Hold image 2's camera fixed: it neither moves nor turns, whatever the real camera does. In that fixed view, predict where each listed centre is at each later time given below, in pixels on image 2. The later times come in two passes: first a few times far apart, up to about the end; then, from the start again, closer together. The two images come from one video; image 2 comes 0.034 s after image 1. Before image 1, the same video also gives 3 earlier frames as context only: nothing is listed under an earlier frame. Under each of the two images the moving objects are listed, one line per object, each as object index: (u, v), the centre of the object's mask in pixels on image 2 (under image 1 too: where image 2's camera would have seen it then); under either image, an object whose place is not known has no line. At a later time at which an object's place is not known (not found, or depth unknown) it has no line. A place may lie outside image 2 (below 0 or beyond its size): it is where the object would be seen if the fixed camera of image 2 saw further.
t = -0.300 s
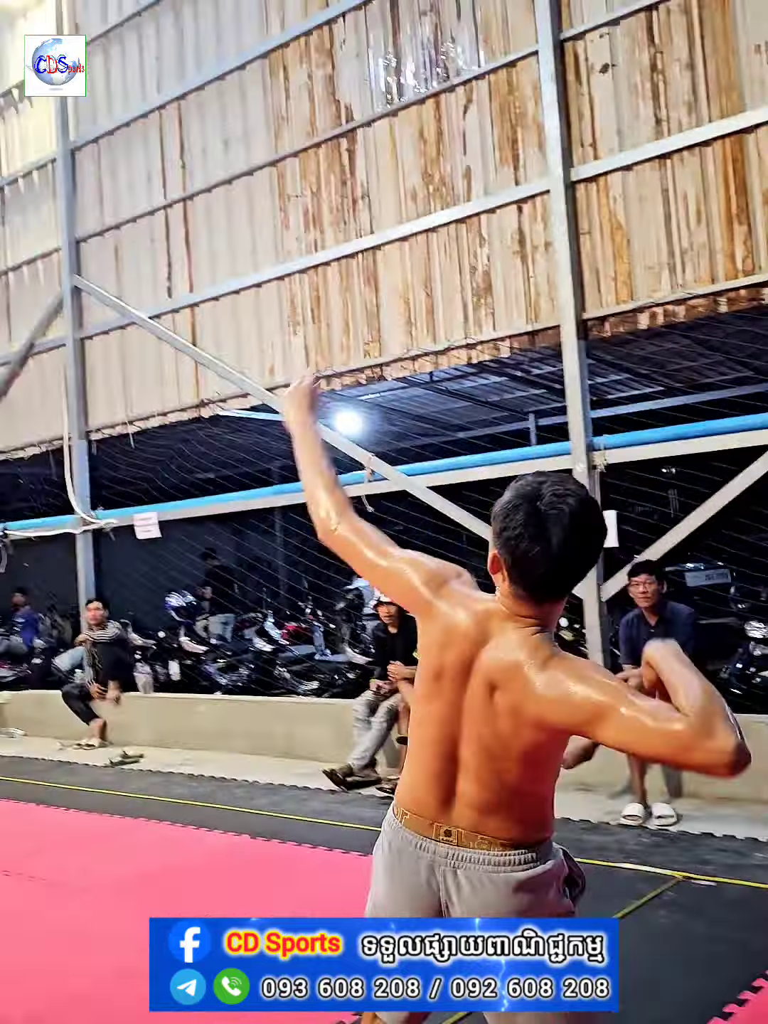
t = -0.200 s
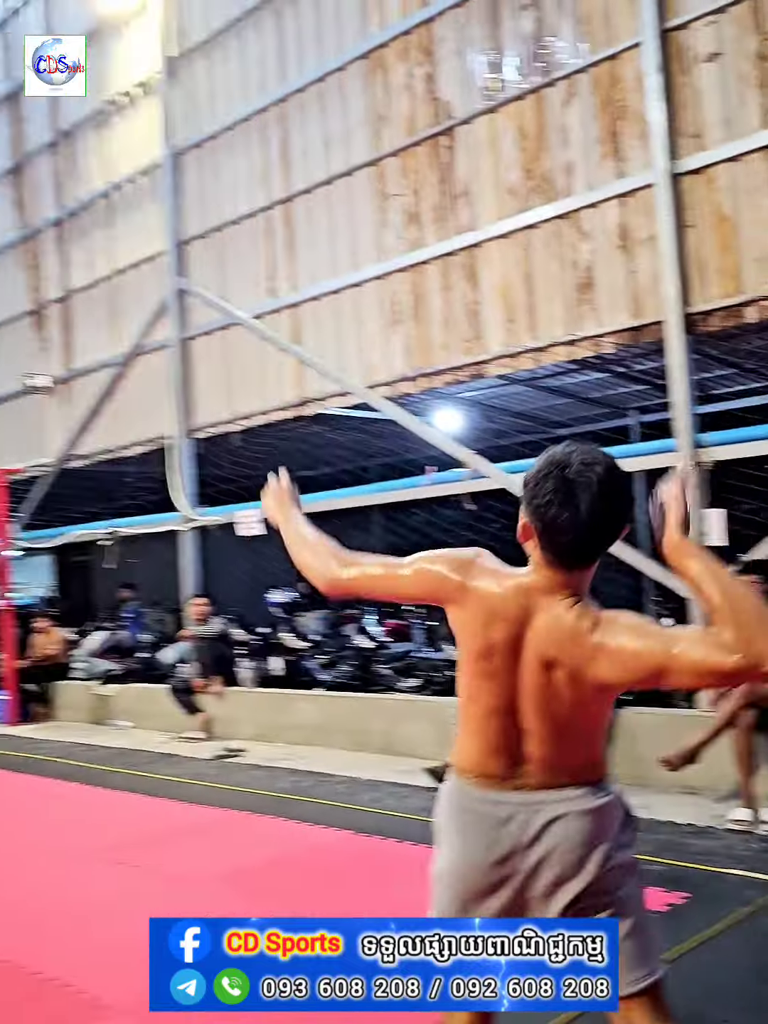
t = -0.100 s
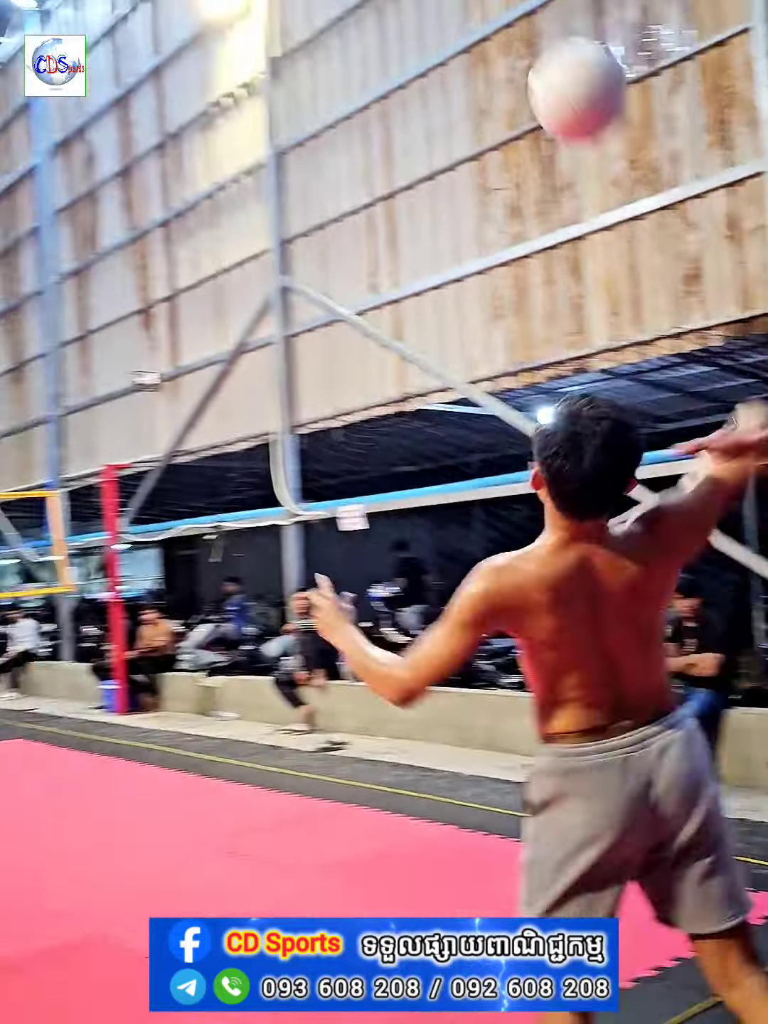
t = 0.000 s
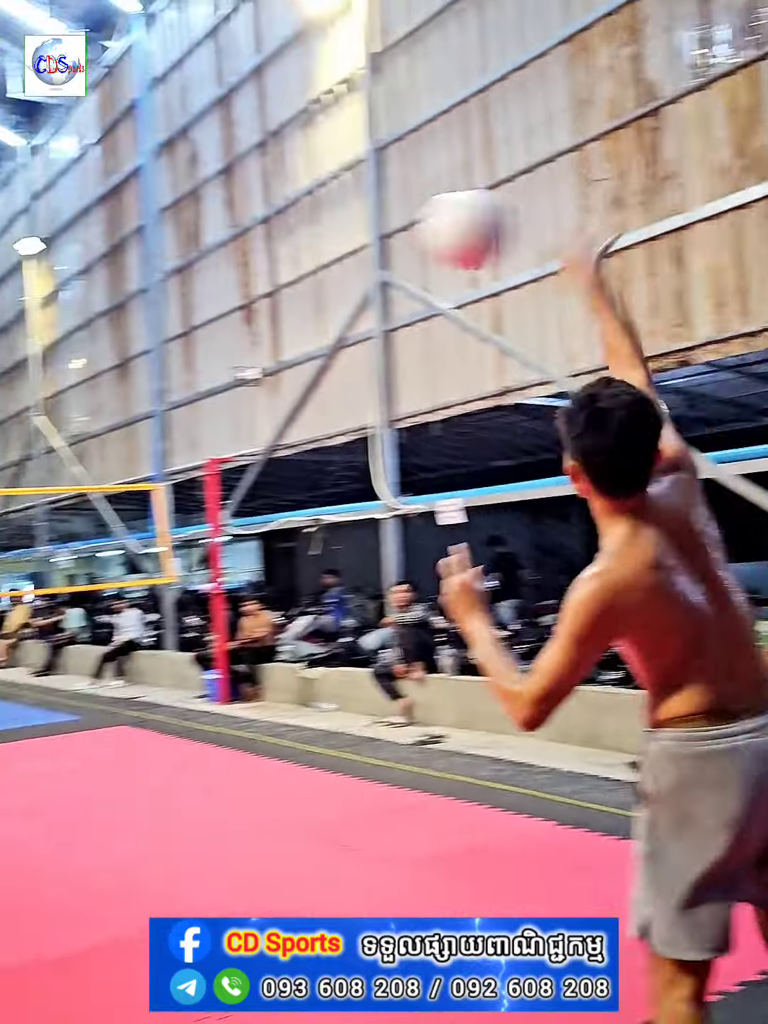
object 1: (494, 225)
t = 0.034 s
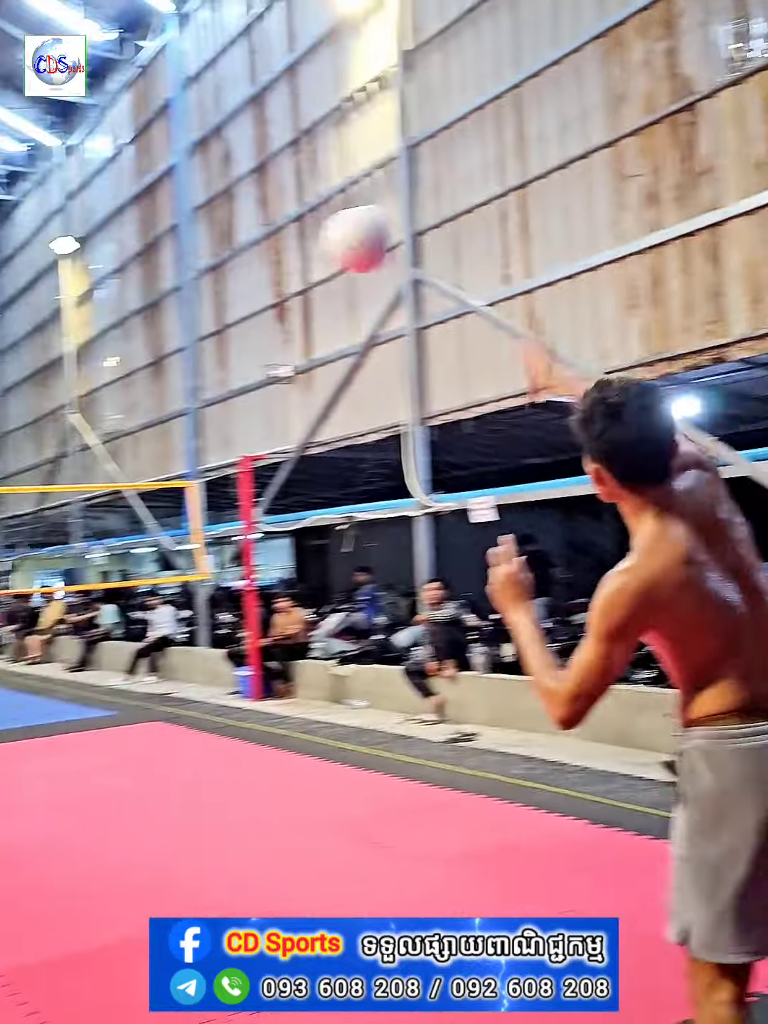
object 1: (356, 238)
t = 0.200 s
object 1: (7, 317)
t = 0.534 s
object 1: (-237, 480)
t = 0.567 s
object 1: (-244, 484)
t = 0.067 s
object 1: (216, 261)
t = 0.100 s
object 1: (149, 275)
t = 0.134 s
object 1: (94, 288)
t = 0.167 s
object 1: (46, 303)
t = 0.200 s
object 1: (7, 317)
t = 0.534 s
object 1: (-237, 480)
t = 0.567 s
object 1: (-244, 484)
